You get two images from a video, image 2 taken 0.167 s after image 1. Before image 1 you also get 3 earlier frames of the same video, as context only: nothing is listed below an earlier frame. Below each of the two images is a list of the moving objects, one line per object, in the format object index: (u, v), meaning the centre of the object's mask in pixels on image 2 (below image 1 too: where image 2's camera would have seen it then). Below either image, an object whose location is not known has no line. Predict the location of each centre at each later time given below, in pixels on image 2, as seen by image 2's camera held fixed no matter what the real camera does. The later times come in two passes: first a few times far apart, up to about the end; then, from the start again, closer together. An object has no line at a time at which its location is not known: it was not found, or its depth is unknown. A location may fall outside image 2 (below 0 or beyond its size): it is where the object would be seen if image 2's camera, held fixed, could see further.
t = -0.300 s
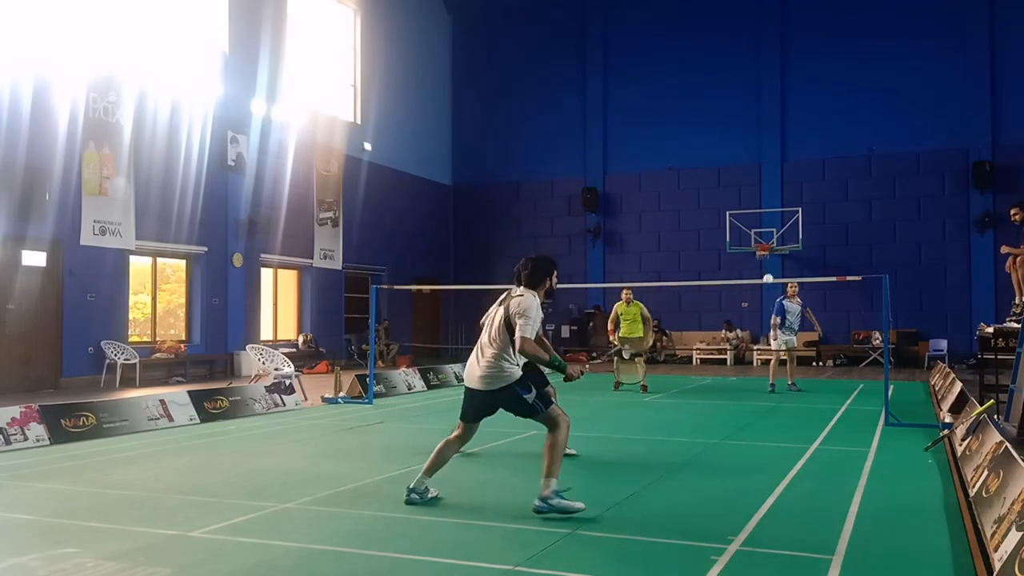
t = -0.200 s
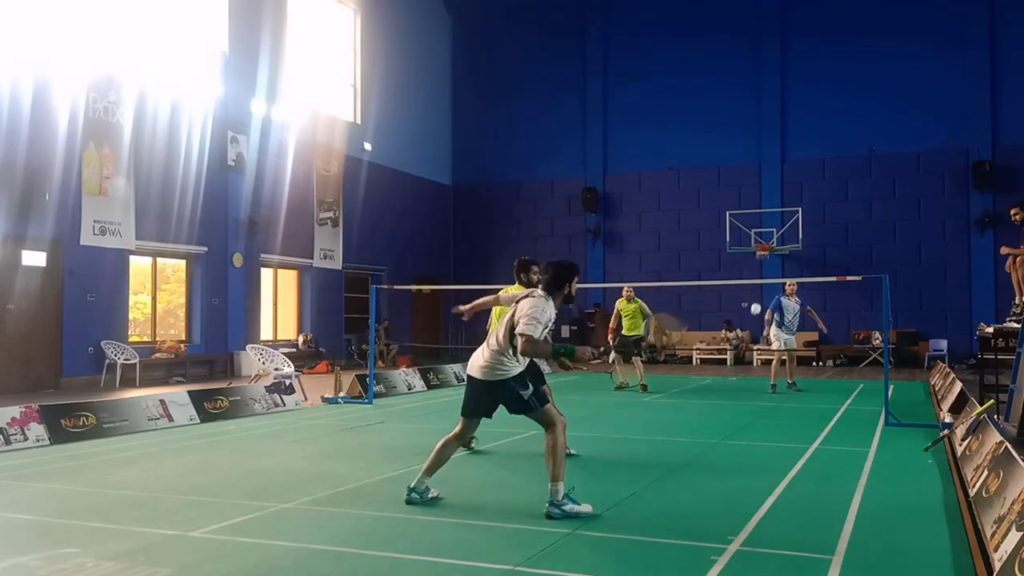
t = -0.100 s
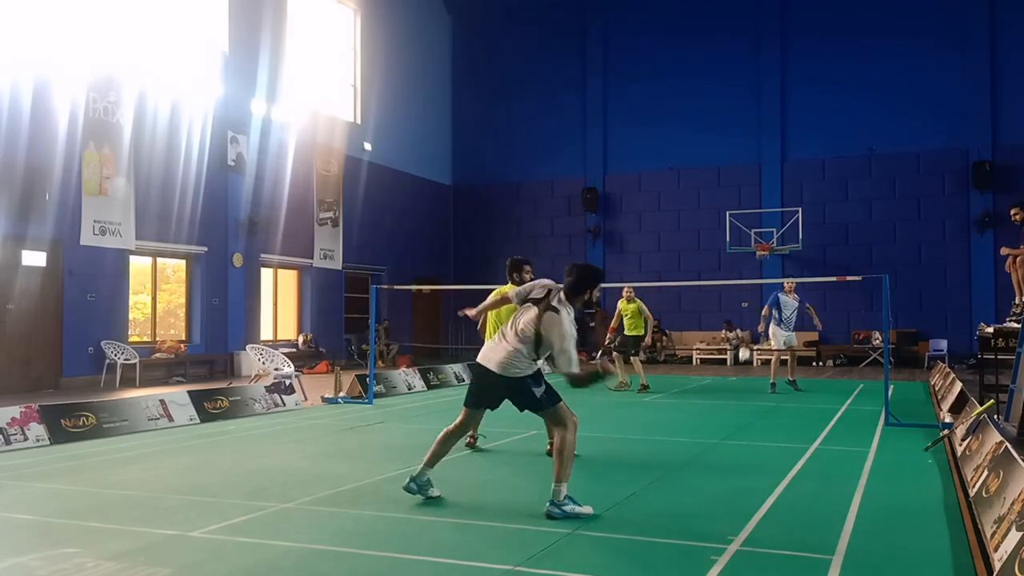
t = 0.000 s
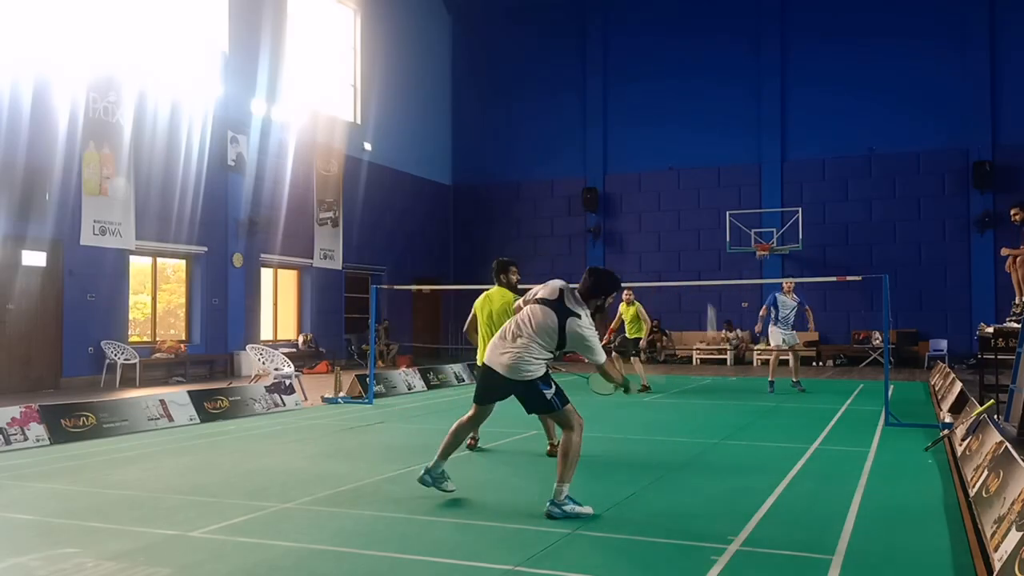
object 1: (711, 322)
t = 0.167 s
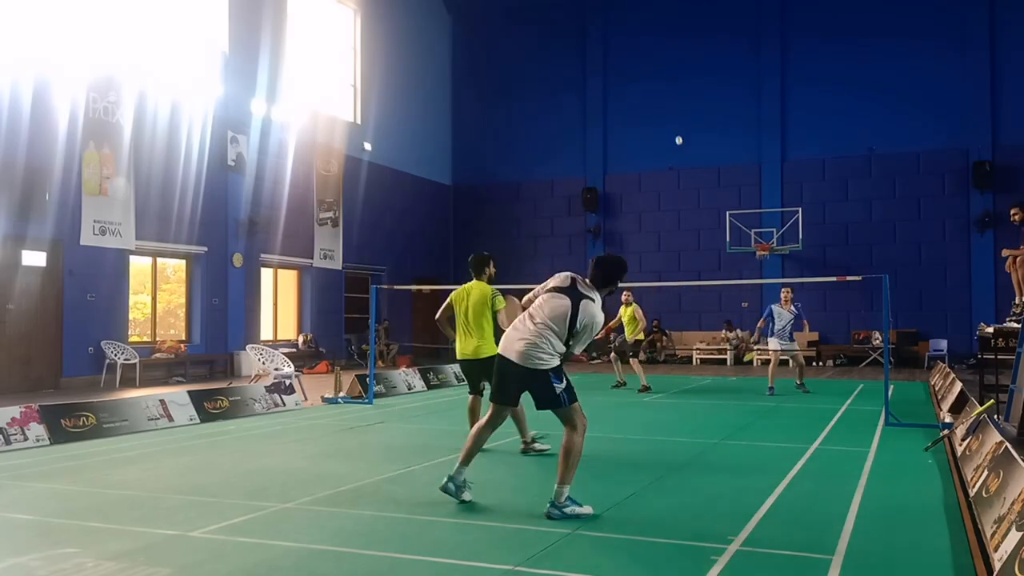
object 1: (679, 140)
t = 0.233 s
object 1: (675, 121)
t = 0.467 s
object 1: (670, 105)
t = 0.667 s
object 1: (668, 118)
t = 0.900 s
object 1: (669, 156)
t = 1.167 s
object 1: (671, 220)
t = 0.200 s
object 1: (677, 129)
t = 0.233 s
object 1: (675, 121)
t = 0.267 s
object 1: (674, 115)
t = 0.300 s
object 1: (673, 111)
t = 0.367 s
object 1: (672, 107)
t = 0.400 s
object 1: (671, 106)
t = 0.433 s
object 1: (670, 105)
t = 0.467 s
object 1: (670, 105)
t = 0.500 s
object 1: (670, 105)
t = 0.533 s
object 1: (669, 107)
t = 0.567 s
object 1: (669, 109)
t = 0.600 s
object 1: (669, 111)
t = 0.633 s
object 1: (668, 115)
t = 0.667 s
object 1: (668, 118)
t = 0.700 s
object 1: (668, 122)
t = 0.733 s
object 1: (668, 127)
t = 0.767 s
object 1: (668, 132)
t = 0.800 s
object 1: (668, 137)
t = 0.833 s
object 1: (668, 143)
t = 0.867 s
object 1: (669, 149)
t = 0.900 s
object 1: (669, 156)
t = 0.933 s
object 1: (669, 163)
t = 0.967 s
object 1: (669, 170)
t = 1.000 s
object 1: (669, 178)
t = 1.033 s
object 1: (670, 186)
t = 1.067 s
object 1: (670, 194)
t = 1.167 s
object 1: (671, 220)
